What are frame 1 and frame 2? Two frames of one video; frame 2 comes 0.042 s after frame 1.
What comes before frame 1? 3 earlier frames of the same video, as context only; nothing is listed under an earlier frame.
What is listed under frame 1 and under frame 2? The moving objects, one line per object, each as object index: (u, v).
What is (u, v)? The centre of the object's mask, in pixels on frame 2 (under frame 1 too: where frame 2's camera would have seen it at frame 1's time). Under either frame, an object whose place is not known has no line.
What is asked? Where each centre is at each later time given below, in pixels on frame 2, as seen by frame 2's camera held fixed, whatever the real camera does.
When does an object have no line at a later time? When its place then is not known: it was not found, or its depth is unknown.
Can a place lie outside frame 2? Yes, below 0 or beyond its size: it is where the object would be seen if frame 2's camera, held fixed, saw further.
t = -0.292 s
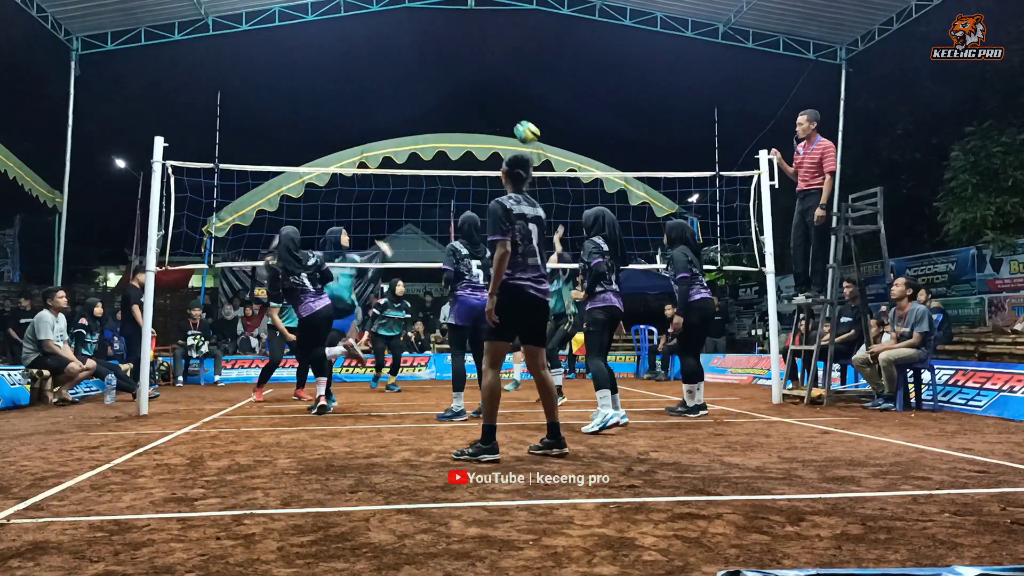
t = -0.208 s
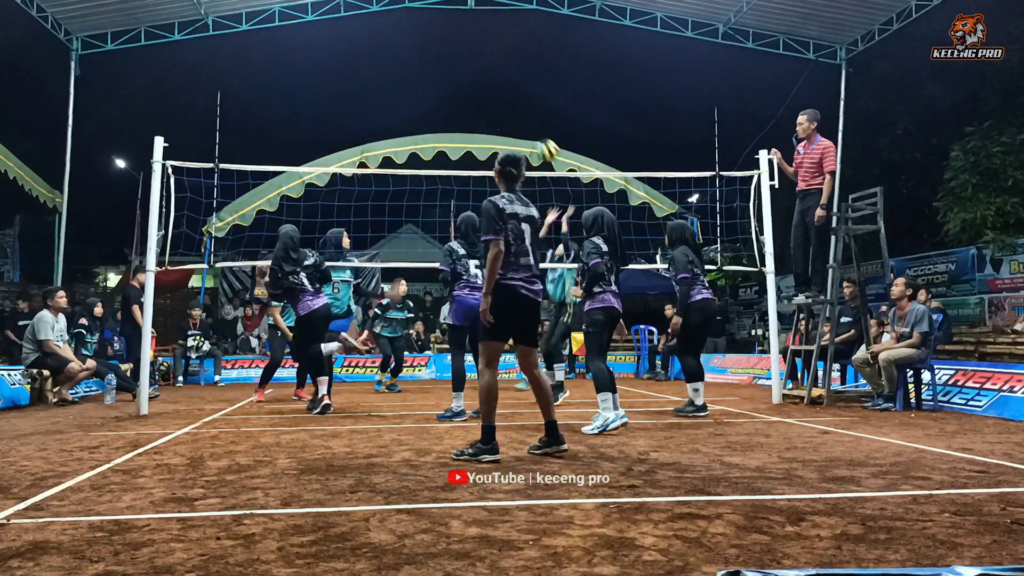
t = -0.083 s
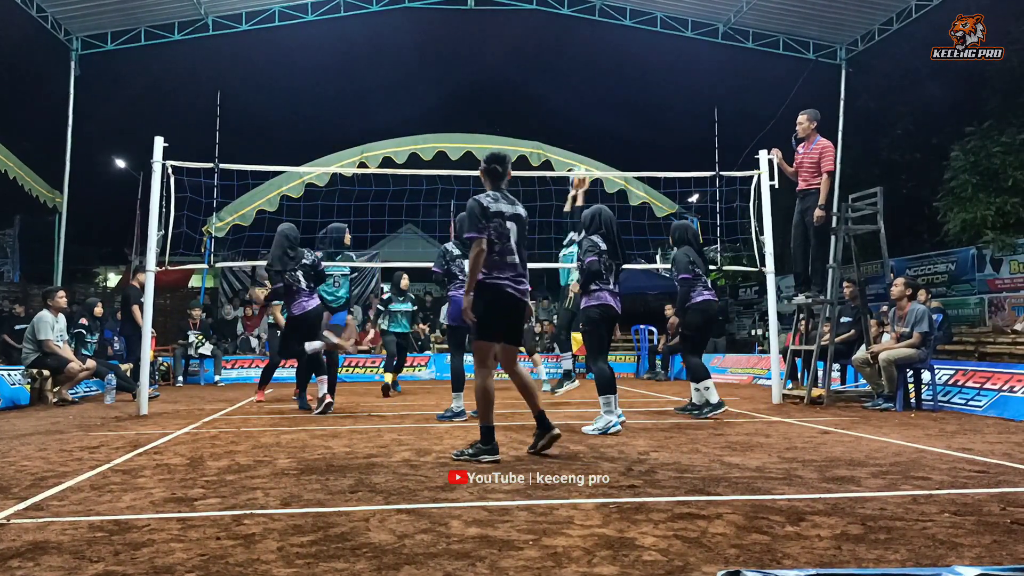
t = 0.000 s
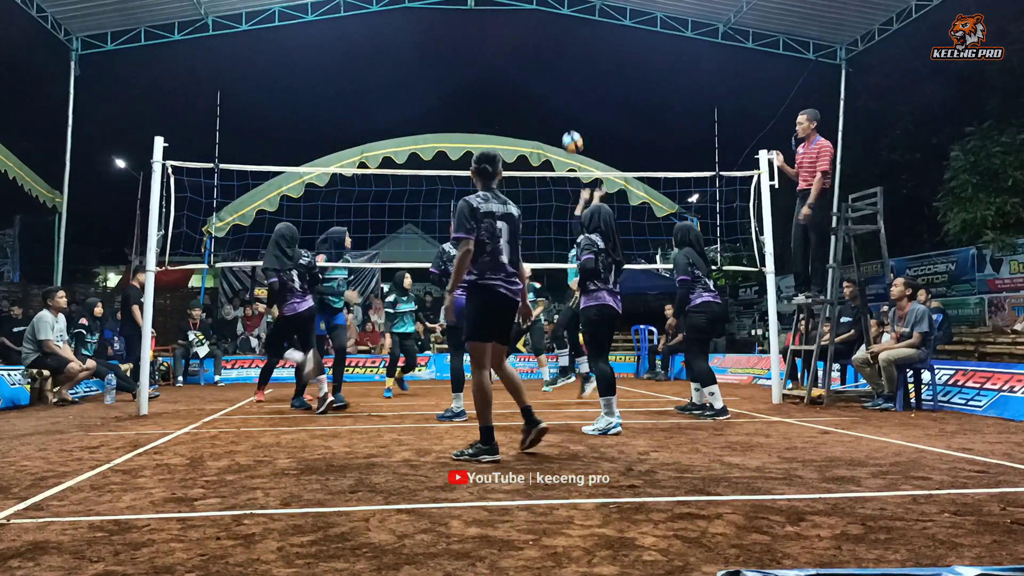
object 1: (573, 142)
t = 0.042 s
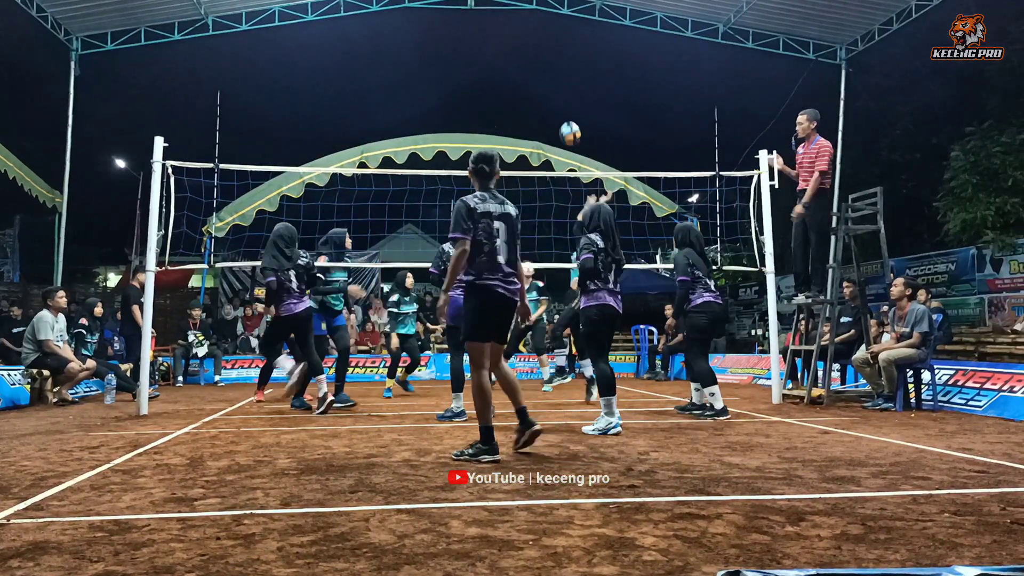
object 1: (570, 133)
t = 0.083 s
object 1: (567, 125)
